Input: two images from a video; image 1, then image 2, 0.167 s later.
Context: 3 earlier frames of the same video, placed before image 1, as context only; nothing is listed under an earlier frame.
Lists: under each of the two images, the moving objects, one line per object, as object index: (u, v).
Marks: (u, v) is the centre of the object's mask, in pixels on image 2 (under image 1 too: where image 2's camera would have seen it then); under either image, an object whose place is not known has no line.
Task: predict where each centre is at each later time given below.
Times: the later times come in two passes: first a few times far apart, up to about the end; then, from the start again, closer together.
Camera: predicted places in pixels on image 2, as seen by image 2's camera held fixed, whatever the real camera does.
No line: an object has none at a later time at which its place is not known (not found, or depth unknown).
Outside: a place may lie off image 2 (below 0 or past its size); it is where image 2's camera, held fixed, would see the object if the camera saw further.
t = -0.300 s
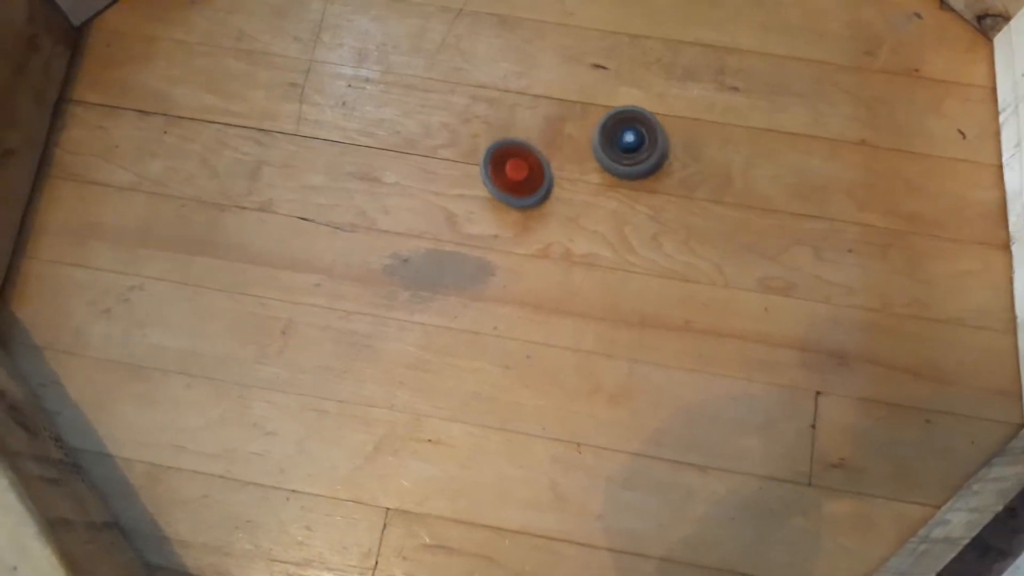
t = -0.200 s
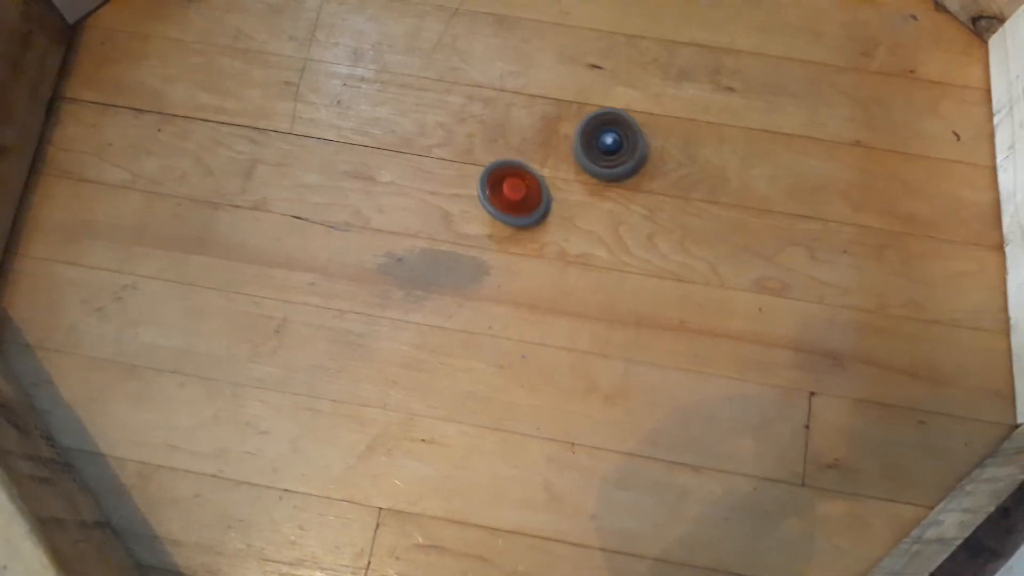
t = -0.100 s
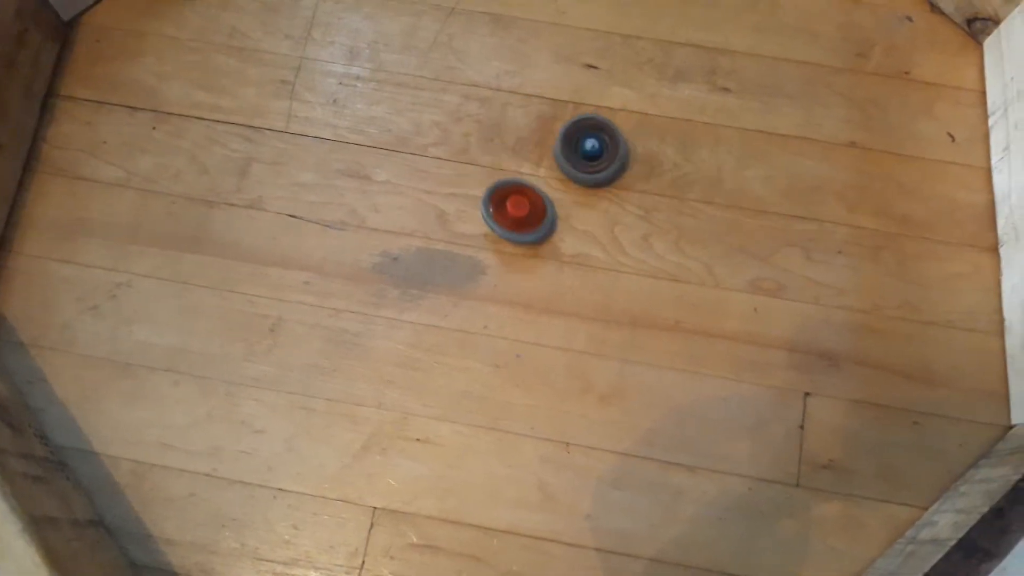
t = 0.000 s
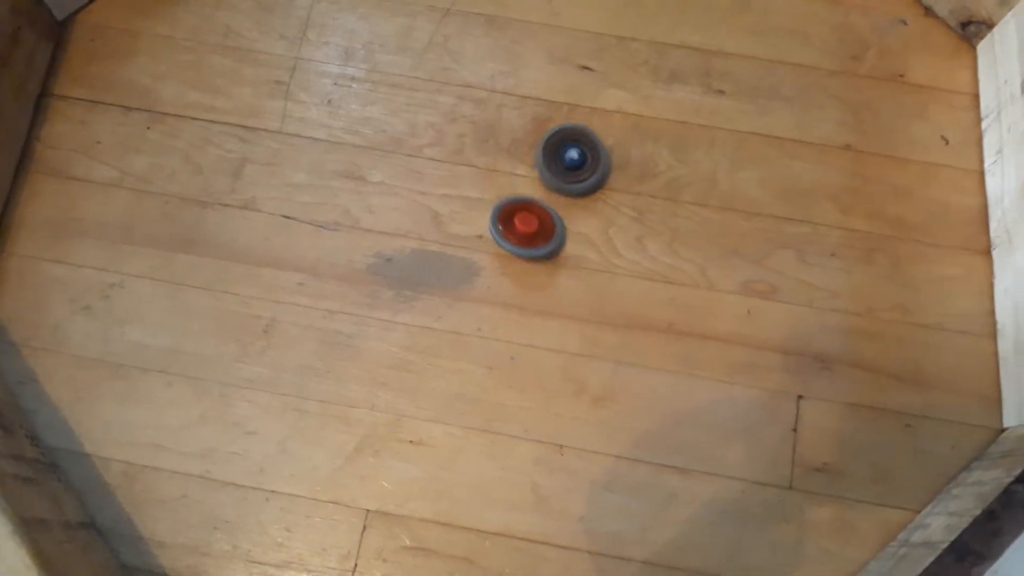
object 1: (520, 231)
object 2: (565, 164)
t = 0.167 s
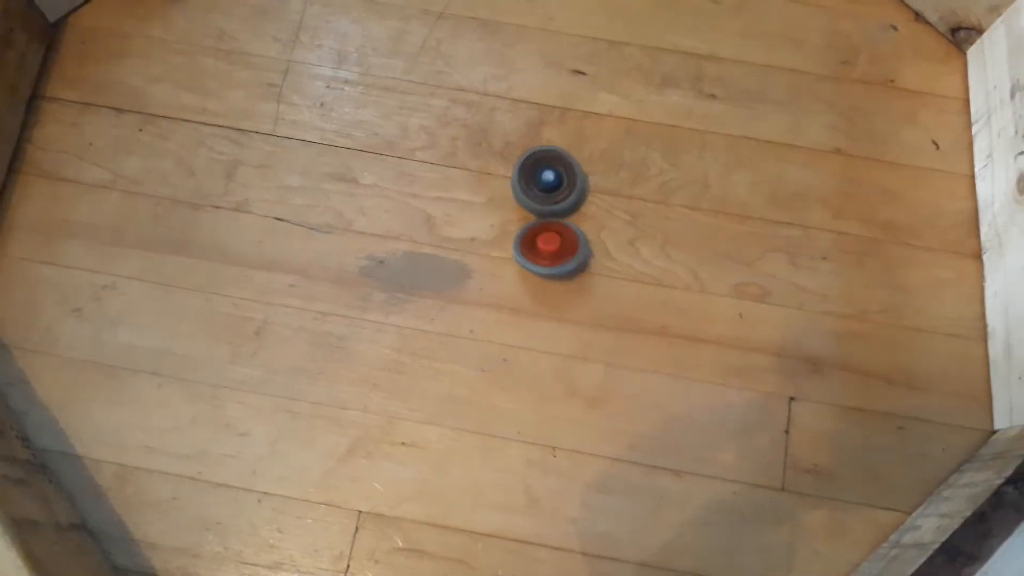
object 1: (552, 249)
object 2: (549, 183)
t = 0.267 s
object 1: (572, 259)
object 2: (542, 183)
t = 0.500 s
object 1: (603, 232)
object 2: (530, 193)
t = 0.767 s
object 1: (601, 186)
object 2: (534, 218)
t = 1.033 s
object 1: (565, 156)
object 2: (557, 240)
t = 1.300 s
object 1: (517, 160)
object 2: (588, 250)
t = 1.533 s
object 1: (489, 191)
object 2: (615, 245)
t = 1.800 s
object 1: (491, 236)
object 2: (635, 224)
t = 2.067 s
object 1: (528, 266)
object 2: (637, 197)
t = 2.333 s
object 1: (576, 263)
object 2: (621, 180)
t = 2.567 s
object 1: (605, 247)
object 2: (599, 168)
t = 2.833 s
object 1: (606, 220)
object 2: (563, 161)
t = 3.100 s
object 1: (610, 220)
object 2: (507, 160)
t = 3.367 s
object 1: (609, 223)
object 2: (462, 191)
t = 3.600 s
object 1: (610, 228)
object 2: (447, 236)
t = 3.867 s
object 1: (615, 231)
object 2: (463, 287)
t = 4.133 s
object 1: (620, 228)
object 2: (508, 315)
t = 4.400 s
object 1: (618, 225)
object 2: (562, 312)
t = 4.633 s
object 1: (616, 214)
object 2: (593, 300)
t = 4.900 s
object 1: (599, 189)
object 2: (606, 306)
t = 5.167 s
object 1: (572, 187)
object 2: (608, 305)
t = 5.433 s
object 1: (557, 208)
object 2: (605, 305)
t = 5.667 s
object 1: (565, 231)
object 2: (605, 307)
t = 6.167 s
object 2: (648, 323)
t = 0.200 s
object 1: (560, 253)
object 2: (546, 183)
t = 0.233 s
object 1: (567, 258)
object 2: (544, 183)
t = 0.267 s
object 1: (572, 259)
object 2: (542, 183)
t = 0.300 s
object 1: (577, 259)
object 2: (540, 184)
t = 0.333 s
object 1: (583, 256)
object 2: (538, 185)
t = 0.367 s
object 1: (588, 252)
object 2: (536, 187)
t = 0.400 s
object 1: (592, 248)
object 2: (534, 188)
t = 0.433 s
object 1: (597, 243)
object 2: (533, 190)
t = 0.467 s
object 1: (600, 238)
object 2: (531, 192)
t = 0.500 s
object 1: (603, 232)
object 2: (530, 193)
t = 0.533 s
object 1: (604, 227)
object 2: (530, 196)
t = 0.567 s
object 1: (605, 221)
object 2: (529, 198)
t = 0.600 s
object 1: (606, 215)
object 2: (529, 201)
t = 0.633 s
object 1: (607, 209)
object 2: (529, 204)
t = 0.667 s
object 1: (606, 203)
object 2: (530, 208)
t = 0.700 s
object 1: (605, 197)
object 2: (532, 211)
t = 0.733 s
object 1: (603, 192)
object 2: (532, 215)
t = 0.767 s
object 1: (601, 186)
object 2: (534, 218)
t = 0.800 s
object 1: (597, 181)
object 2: (536, 222)
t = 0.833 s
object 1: (595, 176)
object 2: (539, 224)
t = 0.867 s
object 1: (590, 172)
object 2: (541, 228)
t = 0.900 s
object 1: (587, 168)
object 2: (544, 230)
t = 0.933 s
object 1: (581, 165)
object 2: (547, 233)
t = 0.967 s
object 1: (576, 161)
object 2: (550, 235)
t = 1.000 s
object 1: (571, 159)
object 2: (554, 237)
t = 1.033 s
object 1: (565, 156)
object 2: (557, 240)
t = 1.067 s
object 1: (559, 155)
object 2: (561, 242)
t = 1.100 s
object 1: (552, 153)
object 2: (564, 244)
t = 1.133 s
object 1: (545, 153)
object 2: (568, 245)
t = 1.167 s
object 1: (540, 153)
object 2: (571, 247)
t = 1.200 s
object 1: (534, 154)
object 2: (576, 247)
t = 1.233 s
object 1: (528, 155)
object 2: (580, 249)
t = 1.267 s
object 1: (522, 157)
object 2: (584, 250)
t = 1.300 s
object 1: (517, 160)
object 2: (588, 250)
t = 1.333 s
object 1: (511, 164)
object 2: (592, 251)
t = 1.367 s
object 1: (506, 167)
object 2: (596, 250)
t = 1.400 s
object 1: (502, 171)
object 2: (600, 250)
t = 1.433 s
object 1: (498, 175)
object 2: (604, 248)
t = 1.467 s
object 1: (494, 180)
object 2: (608, 247)
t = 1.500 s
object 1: (491, 185)
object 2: (611, 246)
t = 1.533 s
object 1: (489, 191)
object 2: (615, 245)
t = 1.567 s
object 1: (487, 195)
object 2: (619, 242)
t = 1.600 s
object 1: (486, 202)
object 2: (622, 241)
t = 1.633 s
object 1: (485, 207)
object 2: (625, 238)
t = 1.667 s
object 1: (485, 213)
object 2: (628, 235)
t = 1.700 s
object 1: (486, 218)
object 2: (629, 233)
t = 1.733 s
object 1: (487, 225)
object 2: (632, 230)
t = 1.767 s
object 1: (489, 230)
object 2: (633, 227)
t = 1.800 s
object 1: (491, 236)
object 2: (635, 224)
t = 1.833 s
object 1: (494, 240)
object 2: (636, 221)
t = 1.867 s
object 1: (498, 246)
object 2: (638, 217)
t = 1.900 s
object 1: (502, 250)
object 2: (638, 214)
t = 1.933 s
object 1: (507, 254)
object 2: (639, 210)
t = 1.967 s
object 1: (512, 258)
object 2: (638, 207)
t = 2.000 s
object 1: (517, 262)
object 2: (638, 204)
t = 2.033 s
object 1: (522, 263)
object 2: (637, 201)
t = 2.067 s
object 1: (528, 266)
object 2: (637, 197)
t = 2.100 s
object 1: (534, 267)
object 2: (635, 194)
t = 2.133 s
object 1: (540, 268)
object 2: (634, 191)
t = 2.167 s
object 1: (546, 269)
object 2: (632, 189)
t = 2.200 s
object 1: (553, 269)
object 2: (630, 186)
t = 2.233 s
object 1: (559, 268)
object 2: (628, 185)
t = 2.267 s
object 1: (565, 267)
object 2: (626, 182)
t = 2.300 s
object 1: (572, 265)
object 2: (623, 181)
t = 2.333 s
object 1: (576, 263)
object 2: (621, 180)
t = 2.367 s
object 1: (582, 259)
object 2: (617, 179)
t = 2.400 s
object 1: (587, 257)
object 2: (614, 178)
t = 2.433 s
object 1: (591, 253)
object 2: (612, 178)
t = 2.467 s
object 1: (595, 249)
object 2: (609, 178)
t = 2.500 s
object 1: (598, 249)
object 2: (606, 176)
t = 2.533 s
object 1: (601, 249)
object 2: (602, 171)
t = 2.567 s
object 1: (605, 247)
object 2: (599, 168)
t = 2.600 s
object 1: (606, 244)
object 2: (594, 166)
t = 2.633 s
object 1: (608, 240)
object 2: (591, 165)
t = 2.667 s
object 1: (608, 237)
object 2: (586, 163)
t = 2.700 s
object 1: (610, 233)
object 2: (582, 162)
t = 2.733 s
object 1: (609, 230)
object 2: (577, 162)
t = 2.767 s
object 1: (609, 226)
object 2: (573, 161)
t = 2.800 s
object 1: (607, 223)
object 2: (568, 161)
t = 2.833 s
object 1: (606, 220)
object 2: (563, 161)
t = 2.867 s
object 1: (605, 218)
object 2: (559, 161)
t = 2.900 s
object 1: (610, 220)
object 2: (551, 159)
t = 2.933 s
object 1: (612, 221)
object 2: (543, 157)
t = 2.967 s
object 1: (612, 221)
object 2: (535, 156)
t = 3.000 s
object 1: (612, 219)
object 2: (528, 156)
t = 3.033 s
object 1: (610, 220)
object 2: (521, 157)
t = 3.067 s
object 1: (611, 220)
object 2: (514, 158)
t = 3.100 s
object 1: (610, 220)
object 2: (507, 160)
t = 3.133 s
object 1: (610, 220)
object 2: (500, 162)
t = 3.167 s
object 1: (610, 220)
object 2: (494, 165)
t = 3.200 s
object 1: (610, 221)
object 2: (488, 168)
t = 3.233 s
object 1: (610, 221)
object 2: (482, 171)
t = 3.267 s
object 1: (609, 222)
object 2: (476, 176)
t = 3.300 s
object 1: (609, 222)
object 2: (471, 180)
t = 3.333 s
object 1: (608, 223)
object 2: (466, 185)
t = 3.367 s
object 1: (609, 223)
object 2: (462, 191)
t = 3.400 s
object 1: (608, 224)
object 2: (457, 197)
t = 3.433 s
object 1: (609, 225)
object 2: (454, 203)
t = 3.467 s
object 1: (608, 225)
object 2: (451, 209)
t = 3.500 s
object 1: (609, 226)
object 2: (449, 215)
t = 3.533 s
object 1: (608, 226)
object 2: (447, 222)
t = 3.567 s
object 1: (609, 228)
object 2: (447, 229)
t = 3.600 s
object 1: (610, 228)
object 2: (447, 236)
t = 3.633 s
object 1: (610, 229)
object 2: (446, 243)
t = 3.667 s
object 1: (611, 229)
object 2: (447, 249)
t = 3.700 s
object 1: (611, 229)
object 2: (448, 256)
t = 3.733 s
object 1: (612, 230)
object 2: (450, 262)
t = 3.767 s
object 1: (613, 230)
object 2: (452, 269)
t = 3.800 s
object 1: (614, 231)
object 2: (455, 275)
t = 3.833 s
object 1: (615, 230)
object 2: (458, 281)
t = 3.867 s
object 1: (615, 231)
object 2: (463, 287)
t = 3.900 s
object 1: (616, 230)
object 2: (467, 292)
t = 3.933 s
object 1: (616, 230)
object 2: (472, 297)
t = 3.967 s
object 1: (618, 230)
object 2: (477, 301)
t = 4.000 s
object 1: (617, 230)
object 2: (482, 305)
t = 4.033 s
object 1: (618, 230)
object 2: (488, 308)
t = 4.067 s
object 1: (618, 229)
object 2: (495, 312)
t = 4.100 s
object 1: (619, 229)
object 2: (501, 313)
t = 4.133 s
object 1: (620, 228)
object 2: (508, 315)
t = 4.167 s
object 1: (619, 228)
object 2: (515, 317)
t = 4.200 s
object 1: (620, 227)
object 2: (522, 318)
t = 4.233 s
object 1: (619, 226)
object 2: (529, 318)
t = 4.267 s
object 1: (620, 226)
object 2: (535, 318)
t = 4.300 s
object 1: (619, 225)
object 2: (543, 317)
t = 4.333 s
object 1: (619, 226)
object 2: (549, 316)
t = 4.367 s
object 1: (619, 224)
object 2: (556, 314)
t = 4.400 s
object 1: (618, 225)
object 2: (562, 312)
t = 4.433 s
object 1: (619, 224)
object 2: (568, 309)
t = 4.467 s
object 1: (617, 224)
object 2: (573, 306)
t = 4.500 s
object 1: (617, 225)
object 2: (579, 303)
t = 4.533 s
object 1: (616, 224)
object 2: (584, 299)
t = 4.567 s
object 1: (616, 225)
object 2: (588, 295)
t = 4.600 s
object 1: (616, 224)
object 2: (592, 291)
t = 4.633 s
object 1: (616, 214)
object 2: (593, 300)
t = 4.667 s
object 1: (614, 207)
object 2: (596, 305)
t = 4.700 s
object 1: (611, 205)
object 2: (599, 305)
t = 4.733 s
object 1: (611, 202)
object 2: (600, 306)
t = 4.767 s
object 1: (609, 198)
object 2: (602, 308)
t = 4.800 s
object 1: (607, 196)
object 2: (604, 307)
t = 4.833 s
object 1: (605, 193)
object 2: (605, 308)
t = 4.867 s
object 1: (601, 191)
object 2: (607, 307)
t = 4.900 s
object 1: (599, 189)
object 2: (606, 306)
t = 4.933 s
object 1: (596, 187)
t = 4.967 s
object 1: (592, 187)
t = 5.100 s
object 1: (578, 185)
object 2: (608, 306)
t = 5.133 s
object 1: (574, 187)
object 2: (608, 306)
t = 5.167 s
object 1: (572, 187)
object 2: (608, 305)
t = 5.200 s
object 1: (569, 189)
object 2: (608, 305)
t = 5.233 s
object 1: (567, 191)
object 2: (608, 304)
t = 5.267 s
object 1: (564, 193)
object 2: (607, 305)
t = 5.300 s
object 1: (562, 196)
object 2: (607, 304)
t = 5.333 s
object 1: (560, 198)
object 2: (606, 304)
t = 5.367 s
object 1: (558, 201)
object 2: (606, 304)
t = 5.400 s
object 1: (558, 205)
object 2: (605, 304)
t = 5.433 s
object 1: (557, 208)
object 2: (605, 305)
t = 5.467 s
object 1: (556, 212)
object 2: (604, 304)
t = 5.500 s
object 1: (557, 215)
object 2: (604, 305)
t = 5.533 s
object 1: (557, 218)
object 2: (604, 305)
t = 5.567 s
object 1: (559, 222)
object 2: (604, 305)
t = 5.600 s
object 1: (560, 224)
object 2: (605, 306)
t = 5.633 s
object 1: (562, 228)
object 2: (604, 306)
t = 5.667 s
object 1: (565, 231)
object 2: (605, 307)
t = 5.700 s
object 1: (567, 233)
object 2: (605, 306)
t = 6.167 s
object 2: (648, 323)
